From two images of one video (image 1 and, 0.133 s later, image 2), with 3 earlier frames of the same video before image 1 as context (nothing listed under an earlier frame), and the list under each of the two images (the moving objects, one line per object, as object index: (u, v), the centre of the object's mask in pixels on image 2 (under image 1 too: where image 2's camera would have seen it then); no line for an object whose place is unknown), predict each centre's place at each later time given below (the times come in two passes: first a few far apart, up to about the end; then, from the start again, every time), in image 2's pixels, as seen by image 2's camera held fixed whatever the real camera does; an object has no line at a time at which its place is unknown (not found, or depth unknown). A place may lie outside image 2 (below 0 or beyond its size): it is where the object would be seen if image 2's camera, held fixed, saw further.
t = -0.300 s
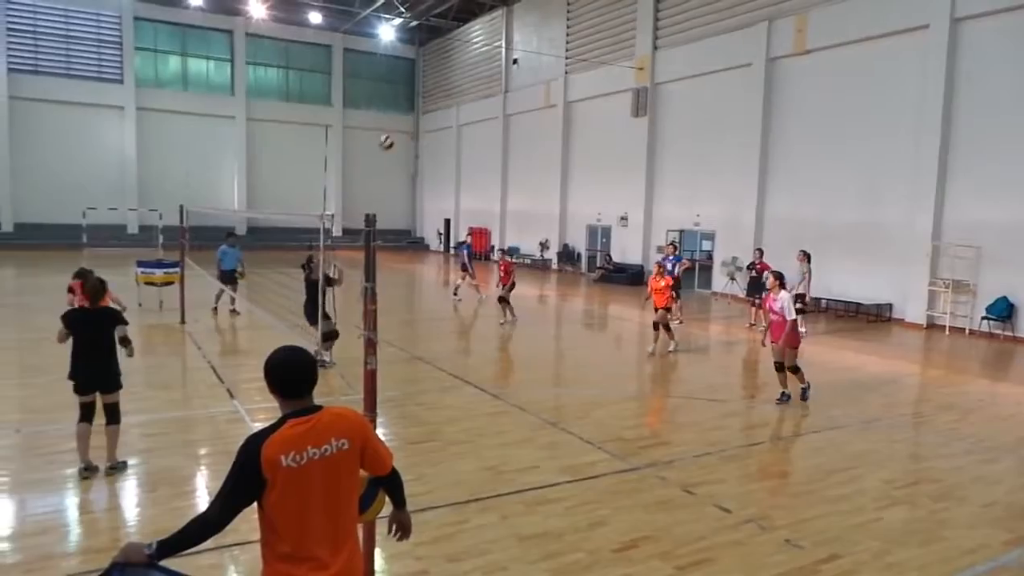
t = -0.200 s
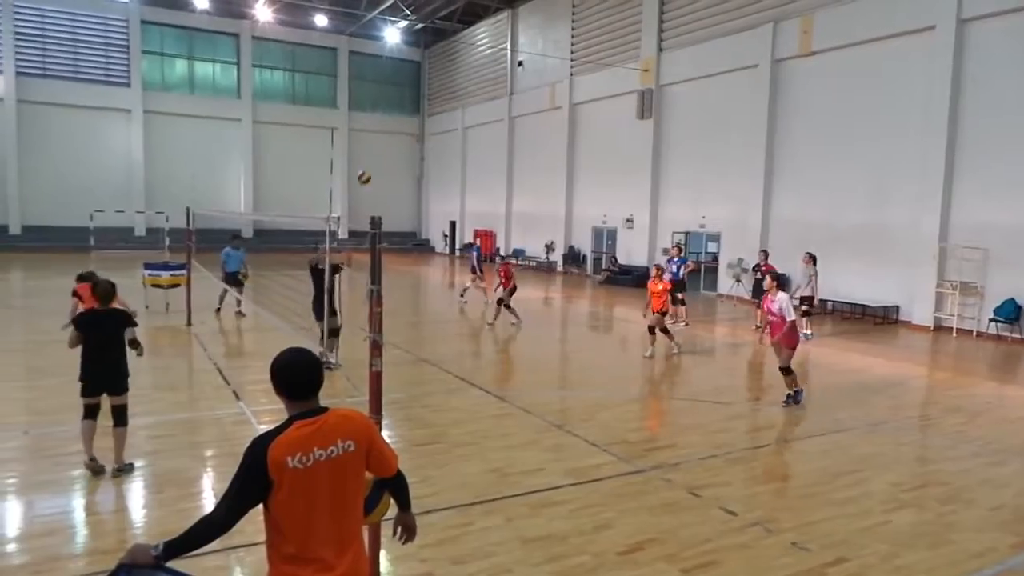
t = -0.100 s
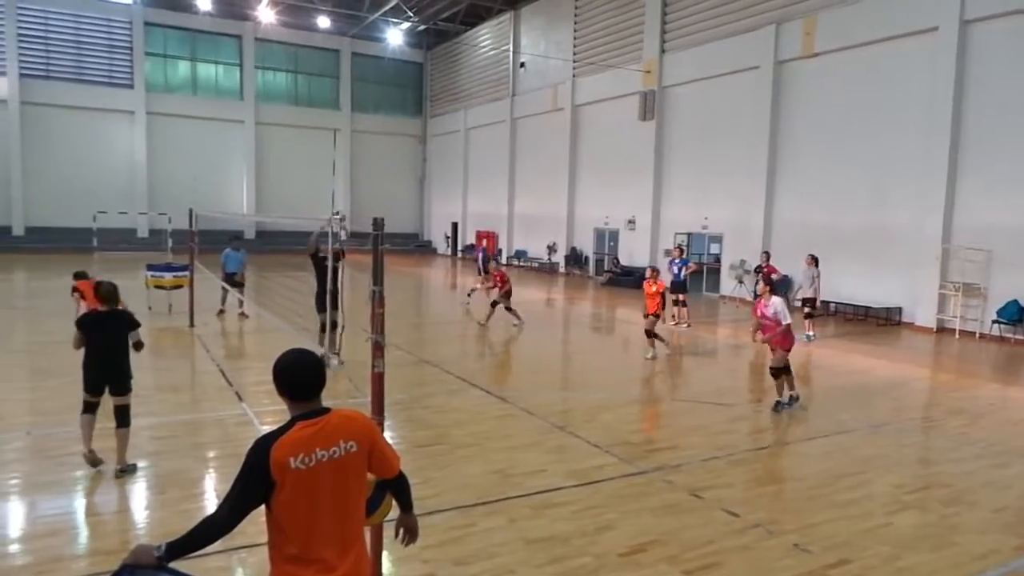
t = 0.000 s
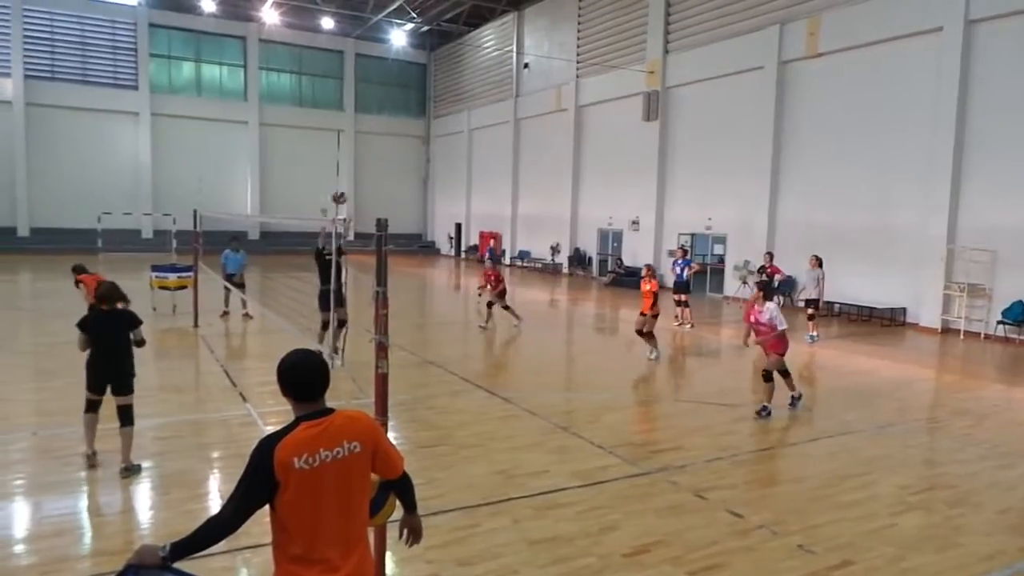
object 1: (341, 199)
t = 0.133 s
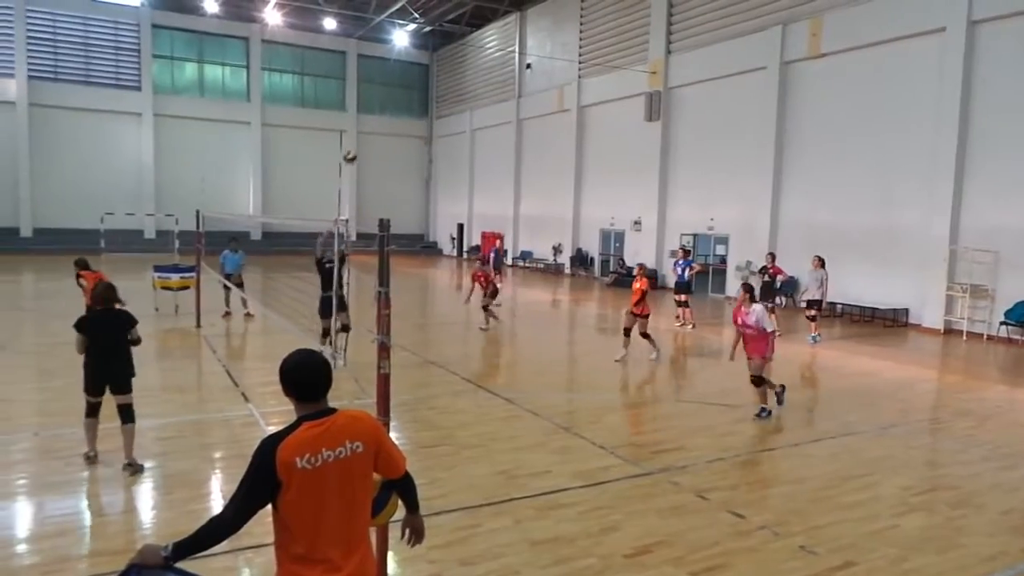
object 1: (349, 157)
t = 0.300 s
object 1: (359, 125)
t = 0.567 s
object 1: (371, 114)
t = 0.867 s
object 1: (383, 149)
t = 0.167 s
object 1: (351, 148)
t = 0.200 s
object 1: (353, 142)
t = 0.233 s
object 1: (355, 136)
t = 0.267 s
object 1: (357, 130)
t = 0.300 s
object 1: (359, 125)
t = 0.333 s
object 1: (360, 121)
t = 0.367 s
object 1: (362, 118)
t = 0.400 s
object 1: (363, 115)
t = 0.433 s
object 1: (365, 115)
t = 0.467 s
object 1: (366, 113)
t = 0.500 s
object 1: (368, 113)
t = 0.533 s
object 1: (369, 113)
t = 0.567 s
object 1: (371, 114)
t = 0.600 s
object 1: (372, 115)
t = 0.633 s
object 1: (373, 117)
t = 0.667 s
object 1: (374, 119)
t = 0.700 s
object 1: (376, 122)
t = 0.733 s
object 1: (378, 128)
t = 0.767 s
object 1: (379, 133)
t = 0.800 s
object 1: (380, 138)
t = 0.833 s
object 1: (382, 143)
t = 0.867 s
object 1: (383, 149)
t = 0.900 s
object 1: (384, 156)
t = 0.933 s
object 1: (385, 163)
